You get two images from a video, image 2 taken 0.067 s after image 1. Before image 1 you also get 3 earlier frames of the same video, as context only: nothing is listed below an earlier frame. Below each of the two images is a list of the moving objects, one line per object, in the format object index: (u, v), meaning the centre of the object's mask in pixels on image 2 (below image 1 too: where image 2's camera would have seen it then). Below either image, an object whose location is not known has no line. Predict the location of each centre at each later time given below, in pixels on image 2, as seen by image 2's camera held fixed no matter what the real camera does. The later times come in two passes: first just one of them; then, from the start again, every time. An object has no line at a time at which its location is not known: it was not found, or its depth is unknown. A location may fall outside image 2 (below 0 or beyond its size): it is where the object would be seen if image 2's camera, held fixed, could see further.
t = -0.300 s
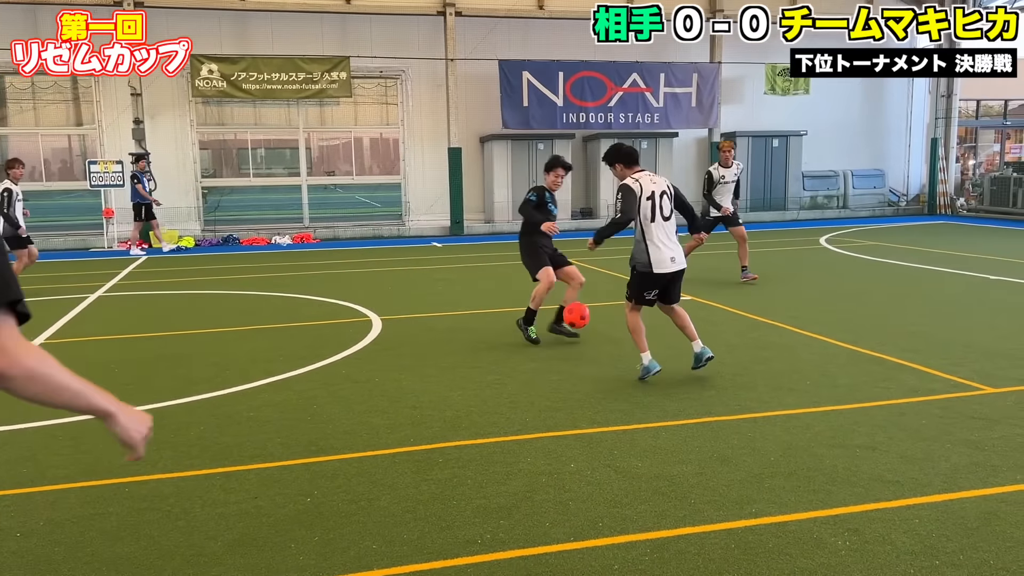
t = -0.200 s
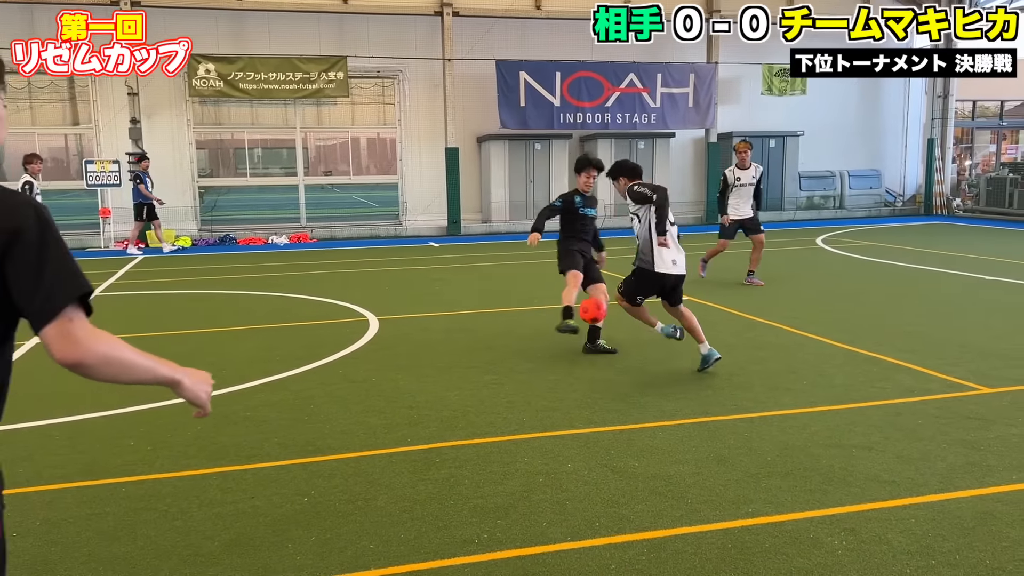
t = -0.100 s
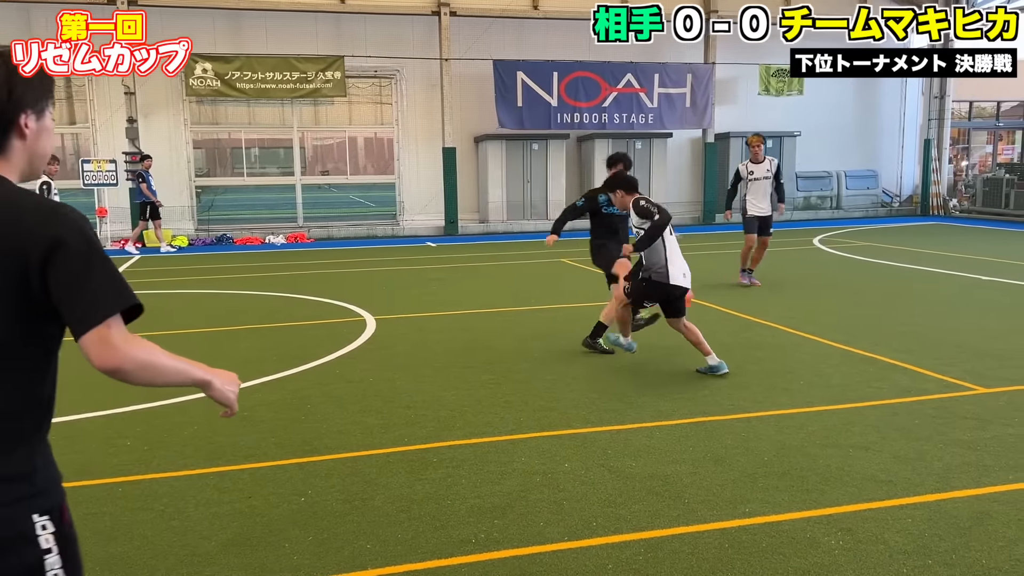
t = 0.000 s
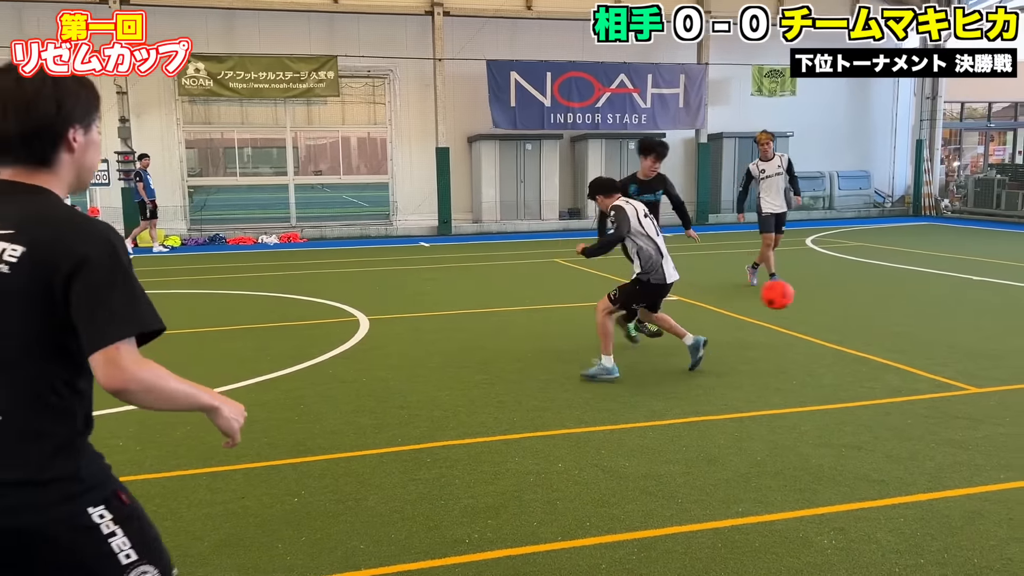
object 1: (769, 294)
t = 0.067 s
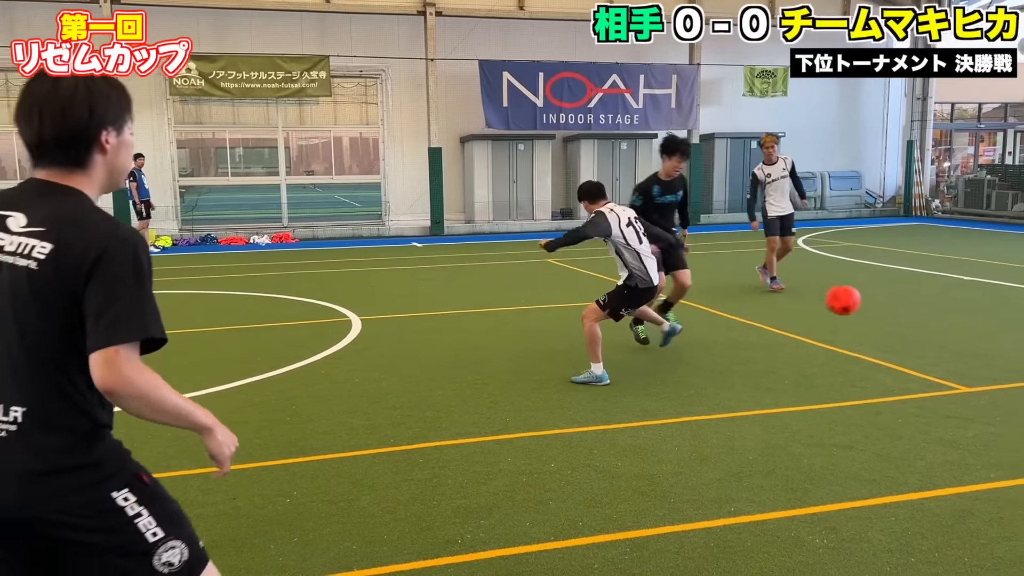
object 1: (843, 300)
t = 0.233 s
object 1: (1041, 344)
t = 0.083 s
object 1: (862, 302)
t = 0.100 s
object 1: (881, 305)
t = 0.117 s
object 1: (900, 308)
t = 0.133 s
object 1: (920, 312)
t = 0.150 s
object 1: (939, 316)
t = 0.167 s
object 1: (959, 321)
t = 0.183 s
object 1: (979, 326)
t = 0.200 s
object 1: (999, 332)
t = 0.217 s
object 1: (1020, 338)
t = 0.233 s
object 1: (1041, 344)
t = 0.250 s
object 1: (1062, 351)
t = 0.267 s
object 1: (1079, 358)
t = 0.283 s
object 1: (1095, 365)
